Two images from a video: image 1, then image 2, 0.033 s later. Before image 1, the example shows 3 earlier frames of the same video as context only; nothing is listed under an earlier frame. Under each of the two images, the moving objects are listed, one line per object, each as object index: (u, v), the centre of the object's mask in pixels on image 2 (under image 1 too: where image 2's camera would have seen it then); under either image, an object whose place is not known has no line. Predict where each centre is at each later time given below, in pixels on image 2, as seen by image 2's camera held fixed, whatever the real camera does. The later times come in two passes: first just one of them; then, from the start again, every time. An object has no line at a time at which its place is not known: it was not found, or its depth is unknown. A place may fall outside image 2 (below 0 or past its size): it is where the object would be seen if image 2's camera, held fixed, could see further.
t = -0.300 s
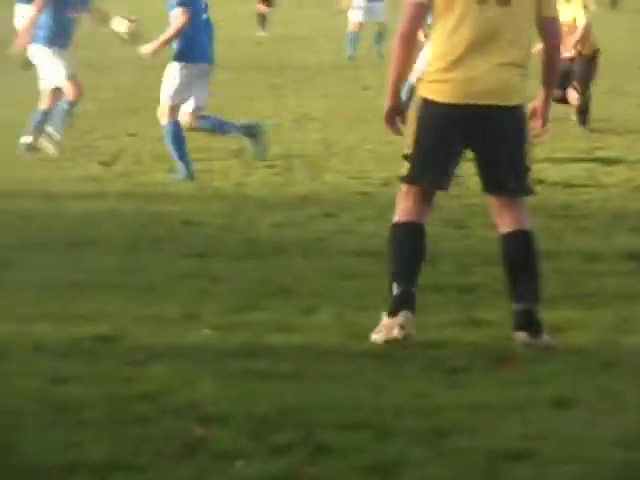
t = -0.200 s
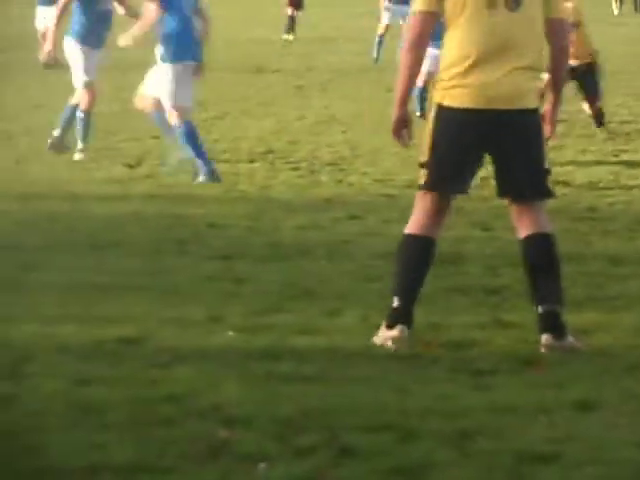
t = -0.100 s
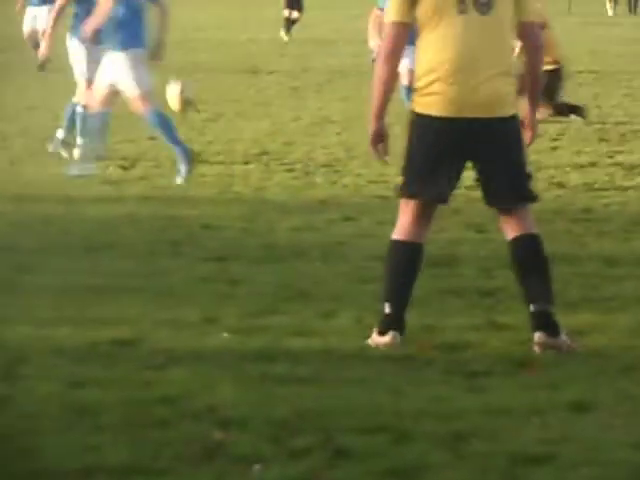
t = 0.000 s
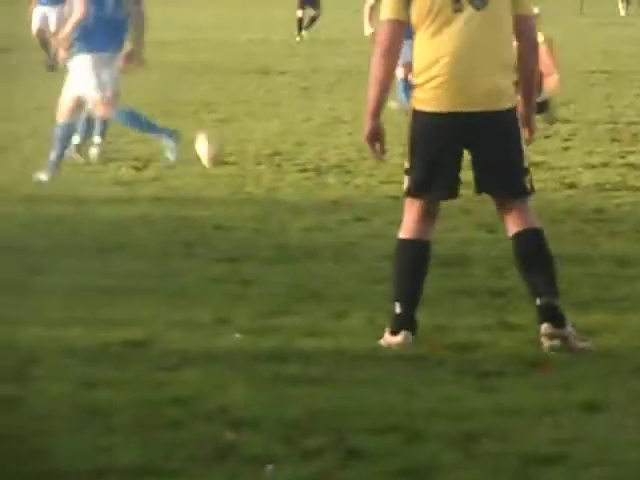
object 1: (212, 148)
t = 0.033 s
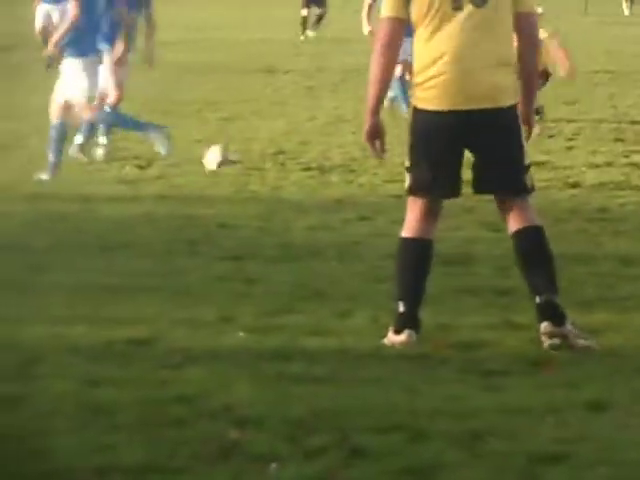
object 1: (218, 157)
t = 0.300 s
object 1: (225, 132)
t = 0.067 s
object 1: (218, 152)
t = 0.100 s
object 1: (219, 145)
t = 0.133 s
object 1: (220, 140)
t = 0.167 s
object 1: (220, 136)
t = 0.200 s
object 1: (222, 133)
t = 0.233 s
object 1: (224, 131)
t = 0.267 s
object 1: (224, 132)
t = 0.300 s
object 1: (225, 132)
